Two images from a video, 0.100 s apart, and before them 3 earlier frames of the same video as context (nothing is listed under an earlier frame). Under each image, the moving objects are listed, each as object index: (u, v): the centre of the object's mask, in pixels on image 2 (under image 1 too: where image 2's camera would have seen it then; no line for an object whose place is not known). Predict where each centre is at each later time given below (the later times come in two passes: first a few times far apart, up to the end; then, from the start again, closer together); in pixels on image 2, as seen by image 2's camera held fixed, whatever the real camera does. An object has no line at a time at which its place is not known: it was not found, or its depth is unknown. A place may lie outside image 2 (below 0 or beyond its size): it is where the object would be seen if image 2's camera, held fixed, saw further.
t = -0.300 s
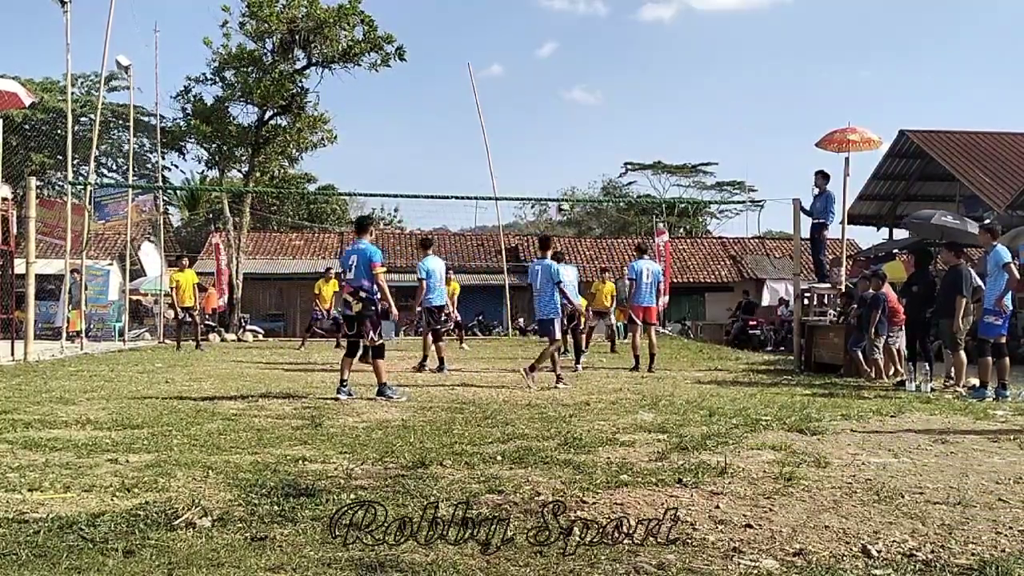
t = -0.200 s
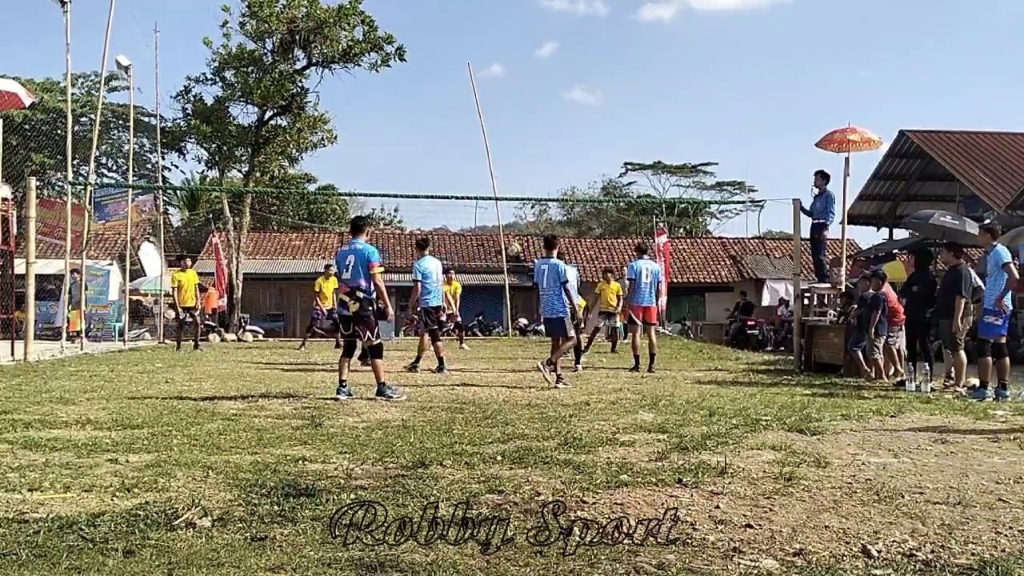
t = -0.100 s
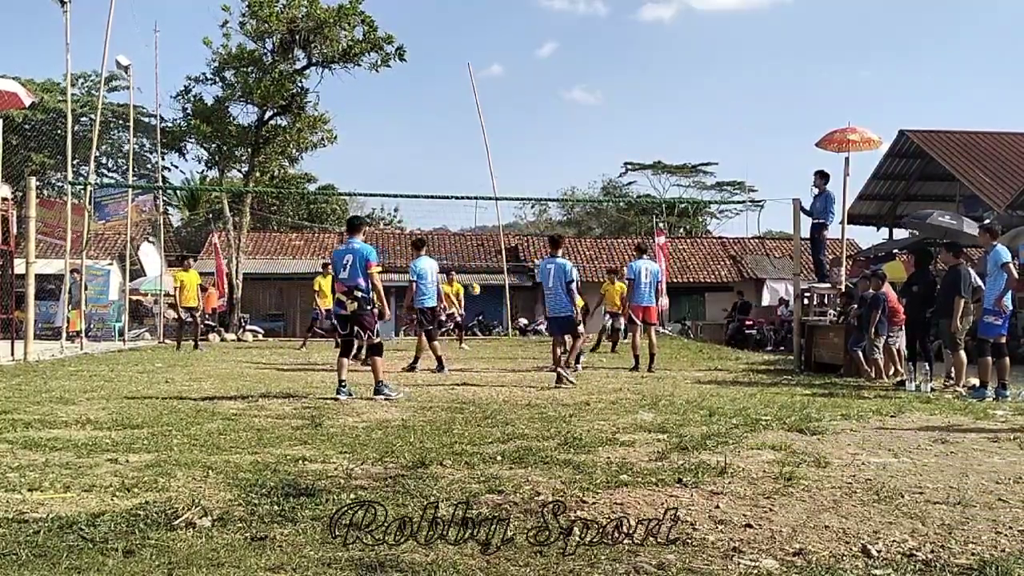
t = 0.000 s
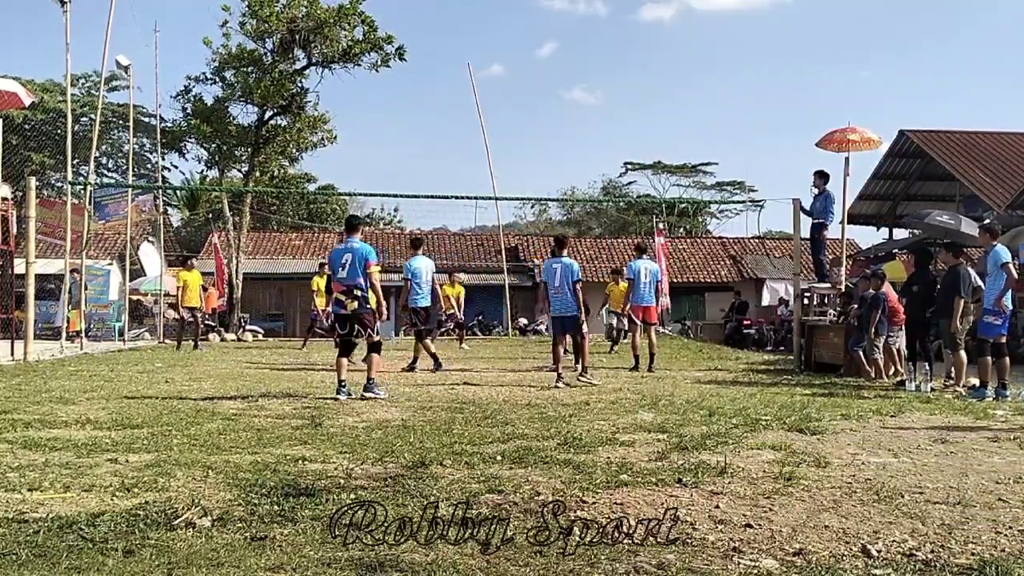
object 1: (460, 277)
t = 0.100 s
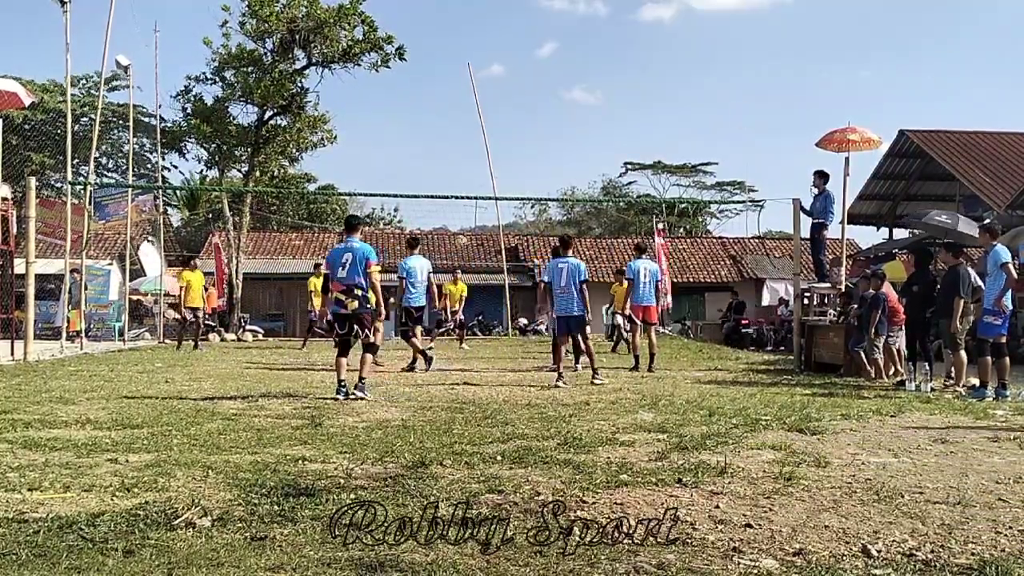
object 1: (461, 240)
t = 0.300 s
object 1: (459, 181)
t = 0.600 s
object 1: (456, 126)
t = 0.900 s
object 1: (453, 120)
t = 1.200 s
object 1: (447, 168)
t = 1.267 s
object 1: (445, 187)
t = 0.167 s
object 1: (459, 220)
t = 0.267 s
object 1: (459, 189)
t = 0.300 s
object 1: (459, 181)
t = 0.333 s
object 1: (459, 172)
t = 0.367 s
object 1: (458, 165)
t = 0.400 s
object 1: (458, 158)
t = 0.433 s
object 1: (458, 151)
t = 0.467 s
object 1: (458, 145)
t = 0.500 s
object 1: (457, 139)
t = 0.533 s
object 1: (457, 134)
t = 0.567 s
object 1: (457, 130)
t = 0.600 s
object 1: (456, 126)
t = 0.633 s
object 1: (456, 123)
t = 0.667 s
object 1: (455, 121)
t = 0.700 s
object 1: (455, 119)
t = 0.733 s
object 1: (455, 118)
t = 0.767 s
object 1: (454, 117)
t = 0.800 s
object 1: (454, 116)
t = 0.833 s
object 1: (453, 117)
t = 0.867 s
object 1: (453, 119)
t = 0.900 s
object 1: (453, 120)
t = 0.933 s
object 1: (451, 123)
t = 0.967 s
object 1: (451, 126)
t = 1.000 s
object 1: (451, 130)
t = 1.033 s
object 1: (450, 135)
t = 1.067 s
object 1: (450, 140)
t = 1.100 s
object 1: (449, 146)
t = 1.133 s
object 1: (448, 153)
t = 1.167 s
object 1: (447, 161)
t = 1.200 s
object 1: (447, 168)
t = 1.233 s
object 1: (446, 177)
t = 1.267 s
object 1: (445, 187)
